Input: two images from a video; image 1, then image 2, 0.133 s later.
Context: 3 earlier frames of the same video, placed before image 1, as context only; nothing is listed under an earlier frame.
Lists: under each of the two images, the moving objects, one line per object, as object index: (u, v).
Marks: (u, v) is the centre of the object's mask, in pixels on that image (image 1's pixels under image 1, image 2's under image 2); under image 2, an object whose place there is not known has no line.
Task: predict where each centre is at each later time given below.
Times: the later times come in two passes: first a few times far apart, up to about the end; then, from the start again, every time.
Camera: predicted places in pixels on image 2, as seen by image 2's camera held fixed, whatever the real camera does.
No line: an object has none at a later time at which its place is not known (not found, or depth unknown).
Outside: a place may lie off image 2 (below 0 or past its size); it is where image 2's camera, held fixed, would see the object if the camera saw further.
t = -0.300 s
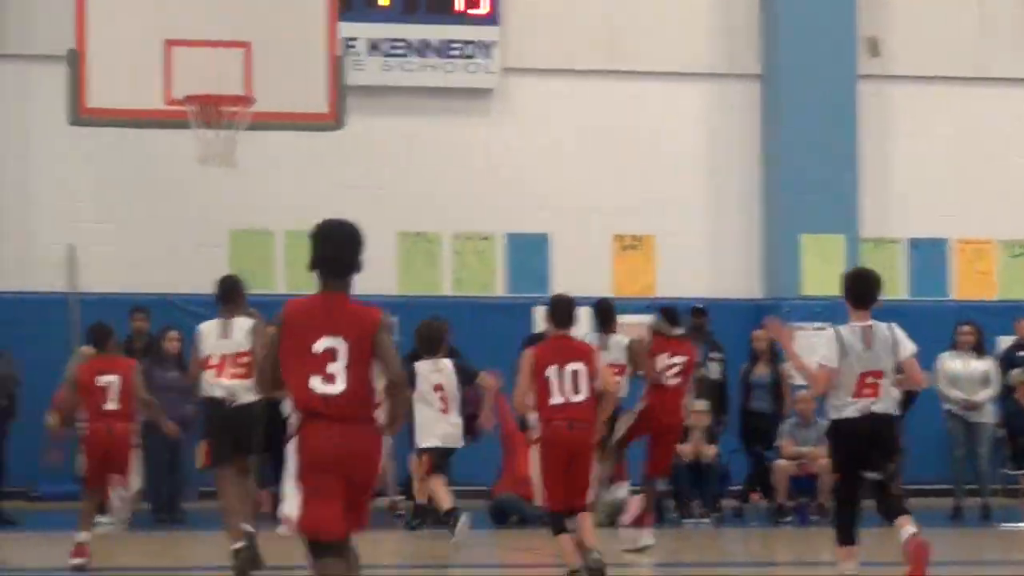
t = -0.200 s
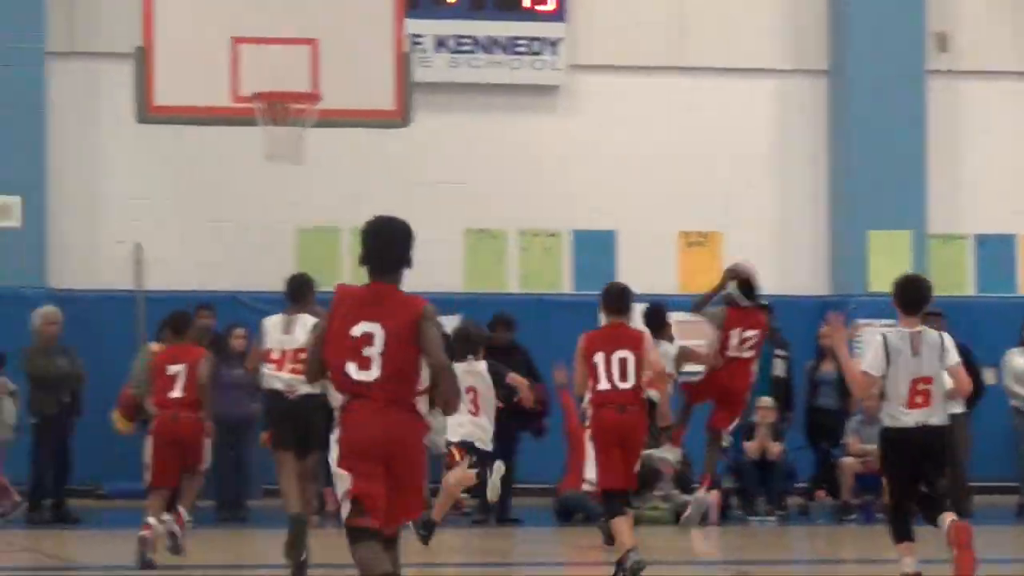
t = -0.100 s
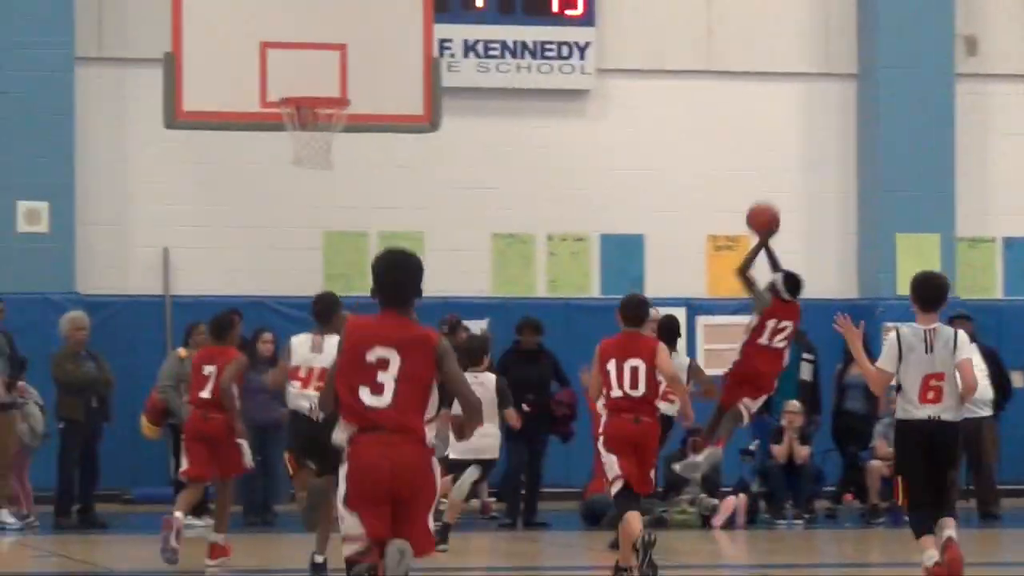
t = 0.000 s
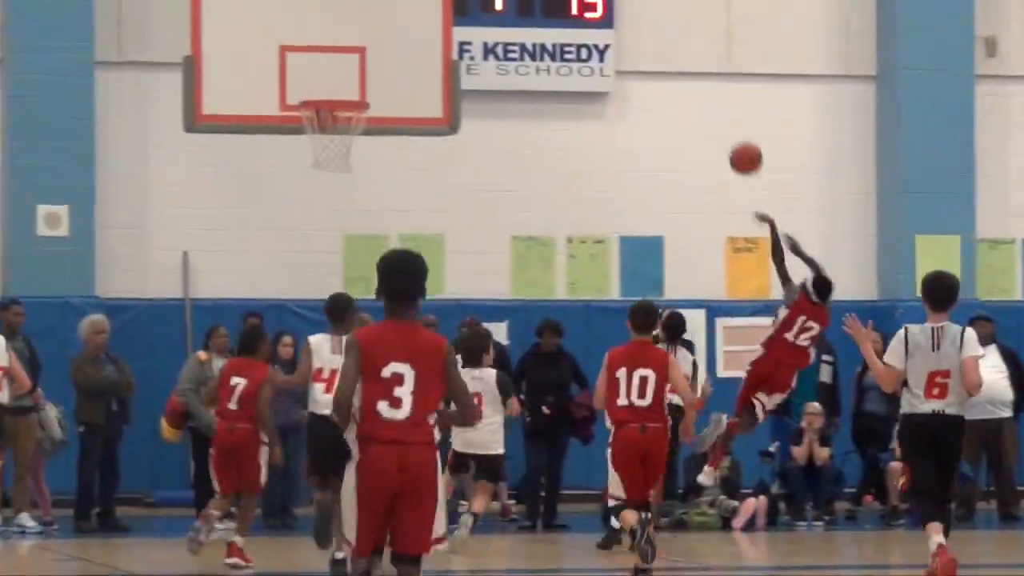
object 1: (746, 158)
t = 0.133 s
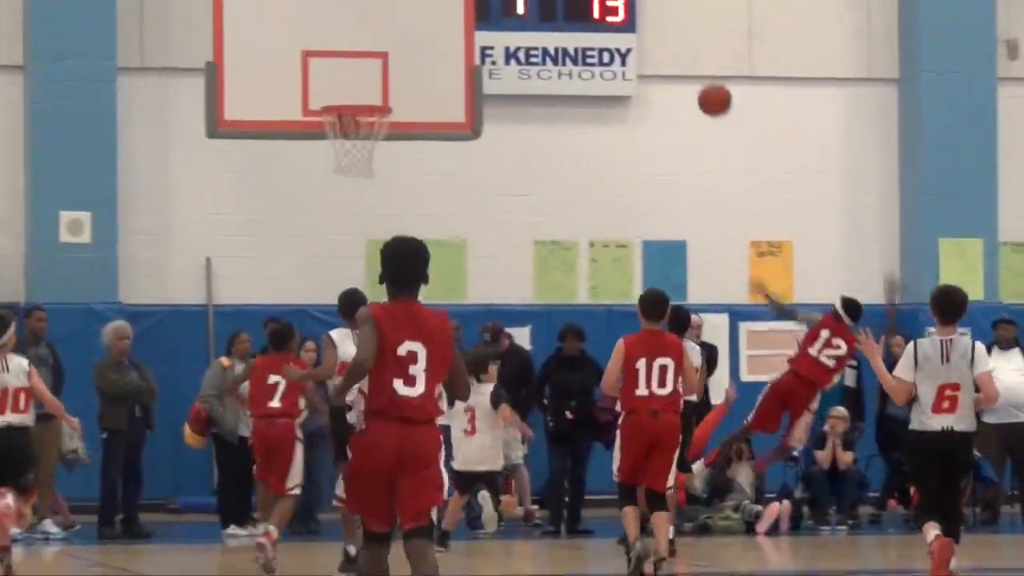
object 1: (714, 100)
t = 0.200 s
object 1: (687, 77)
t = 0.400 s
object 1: (607, 50)
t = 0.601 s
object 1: (531, 78)
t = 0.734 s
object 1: (477, 127)
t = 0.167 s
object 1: (700, 88)
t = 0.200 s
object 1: (687, 77)
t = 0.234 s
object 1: (673, 68)
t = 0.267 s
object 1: (661, 62)
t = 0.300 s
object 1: (646, 56)
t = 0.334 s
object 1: (634, 52)
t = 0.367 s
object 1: (621, 49)
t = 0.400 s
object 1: (607, 50)
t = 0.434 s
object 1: (597, 51)
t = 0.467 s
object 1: (583, 52)
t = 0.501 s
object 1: (570, 57)
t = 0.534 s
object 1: (557, 63)
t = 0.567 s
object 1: (543, 69)
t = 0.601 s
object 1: (531, 78)
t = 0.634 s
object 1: (518, 89)
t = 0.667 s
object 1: (505, 100)
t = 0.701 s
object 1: (490, 112)
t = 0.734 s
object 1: (477, 127)
